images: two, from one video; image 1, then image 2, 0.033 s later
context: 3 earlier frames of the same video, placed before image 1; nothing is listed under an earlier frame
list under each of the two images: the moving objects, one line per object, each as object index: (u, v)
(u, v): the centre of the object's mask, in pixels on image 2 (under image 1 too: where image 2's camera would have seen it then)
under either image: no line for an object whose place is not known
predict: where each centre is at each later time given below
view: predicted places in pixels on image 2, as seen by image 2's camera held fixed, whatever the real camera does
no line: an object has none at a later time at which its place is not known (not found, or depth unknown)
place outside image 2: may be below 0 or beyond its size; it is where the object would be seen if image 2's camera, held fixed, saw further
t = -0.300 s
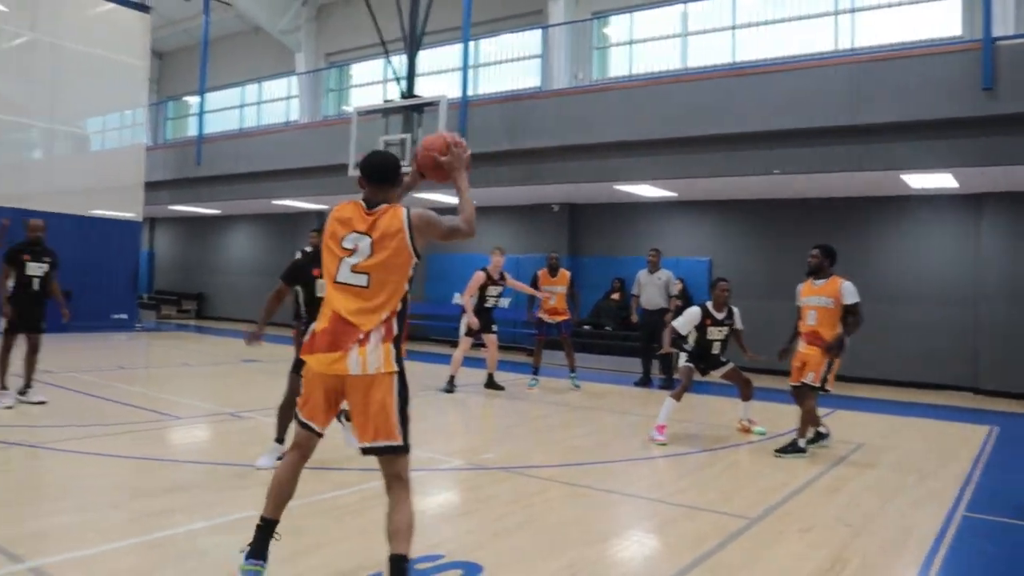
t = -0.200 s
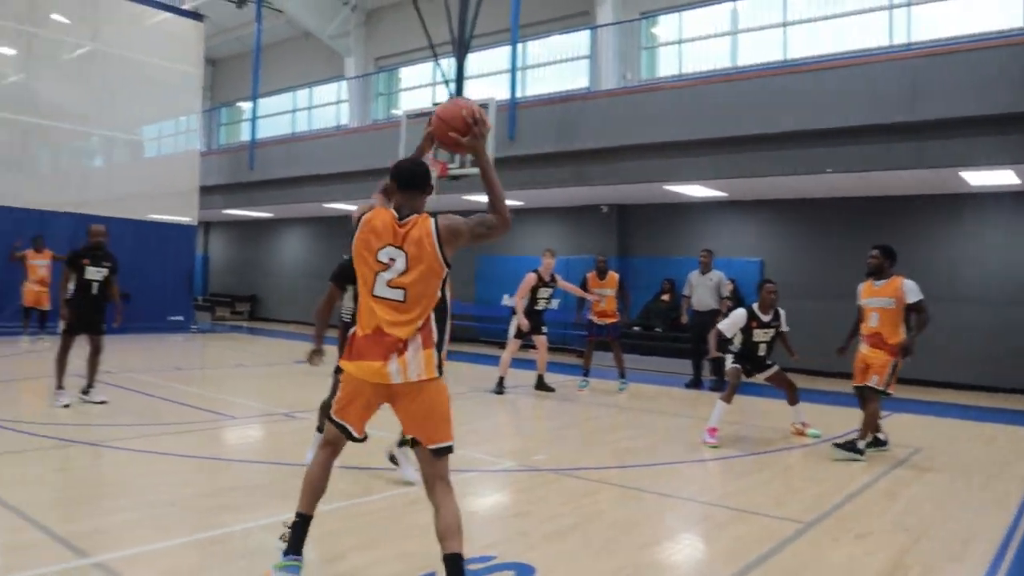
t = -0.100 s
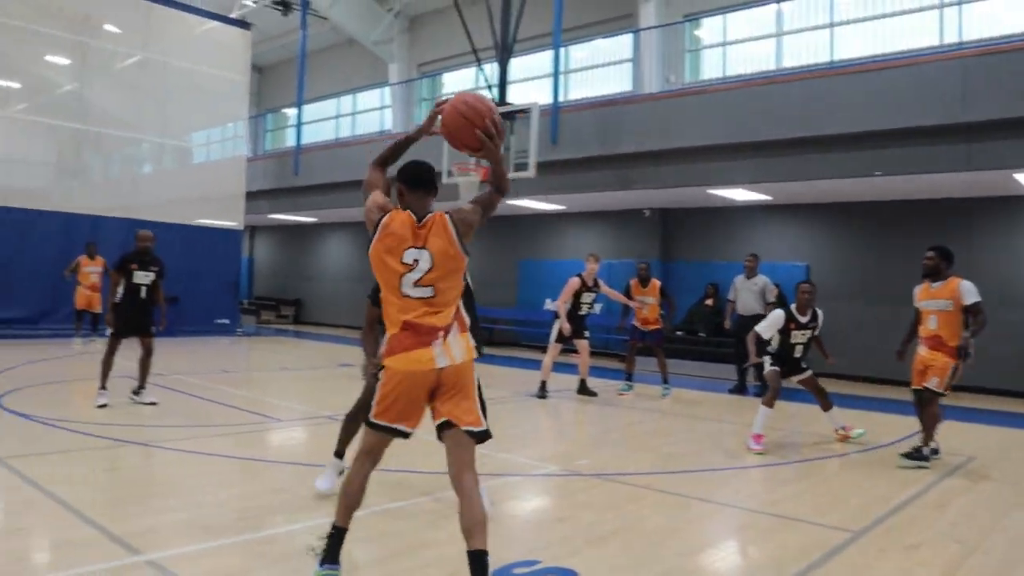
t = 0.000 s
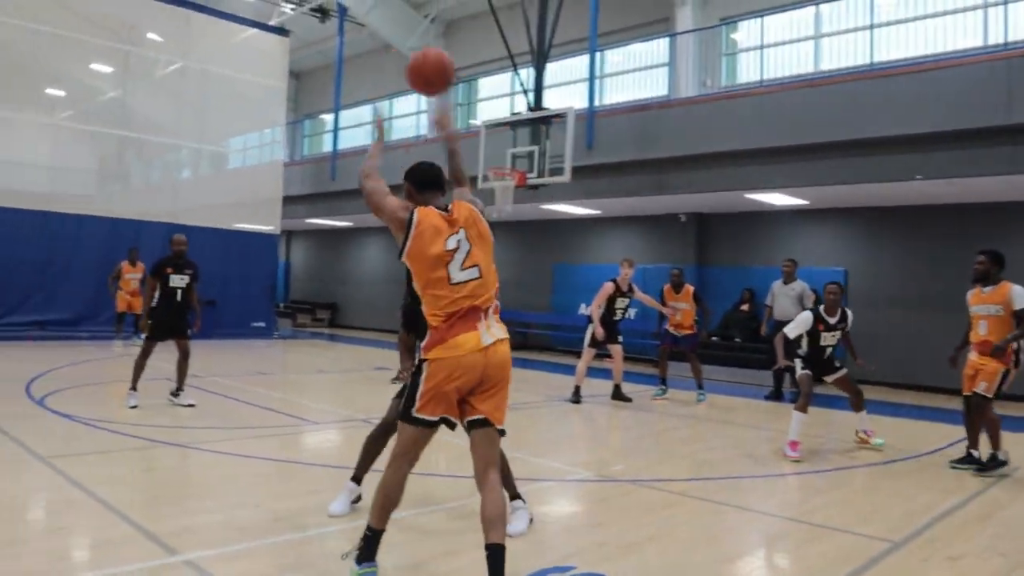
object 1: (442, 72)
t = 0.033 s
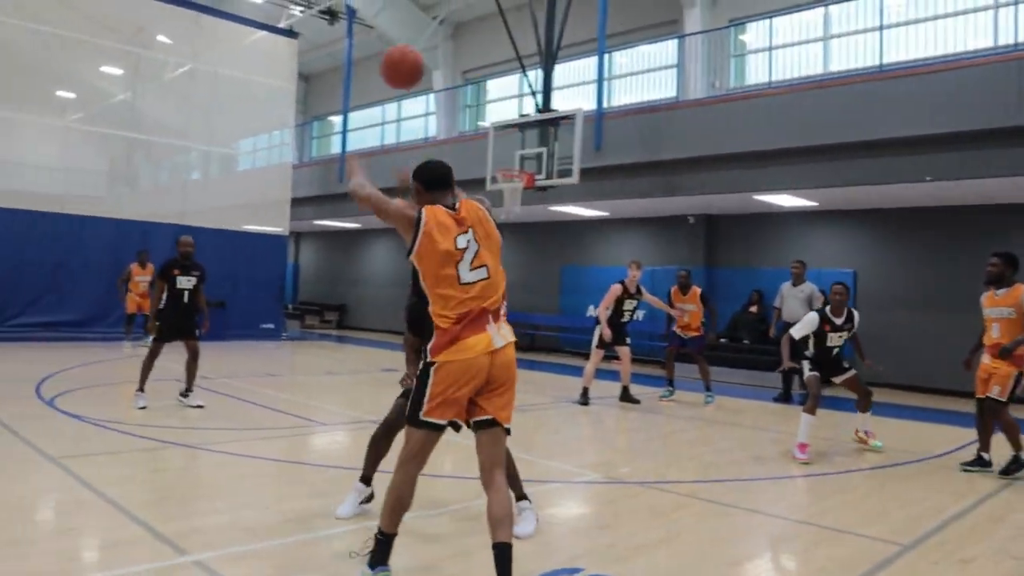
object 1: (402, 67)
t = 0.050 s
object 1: (386, 65)
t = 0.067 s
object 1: (371, 63)
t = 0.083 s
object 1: (358, 62)
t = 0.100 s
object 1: (347, 61)
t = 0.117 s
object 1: (335, 61)
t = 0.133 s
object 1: (325, 62)
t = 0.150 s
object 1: (315, 62)
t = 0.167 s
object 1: (306, 63)
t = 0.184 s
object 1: (298, 64)
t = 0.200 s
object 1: (290, 65)
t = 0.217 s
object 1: (283, 67)
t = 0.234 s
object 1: (276, 69)
